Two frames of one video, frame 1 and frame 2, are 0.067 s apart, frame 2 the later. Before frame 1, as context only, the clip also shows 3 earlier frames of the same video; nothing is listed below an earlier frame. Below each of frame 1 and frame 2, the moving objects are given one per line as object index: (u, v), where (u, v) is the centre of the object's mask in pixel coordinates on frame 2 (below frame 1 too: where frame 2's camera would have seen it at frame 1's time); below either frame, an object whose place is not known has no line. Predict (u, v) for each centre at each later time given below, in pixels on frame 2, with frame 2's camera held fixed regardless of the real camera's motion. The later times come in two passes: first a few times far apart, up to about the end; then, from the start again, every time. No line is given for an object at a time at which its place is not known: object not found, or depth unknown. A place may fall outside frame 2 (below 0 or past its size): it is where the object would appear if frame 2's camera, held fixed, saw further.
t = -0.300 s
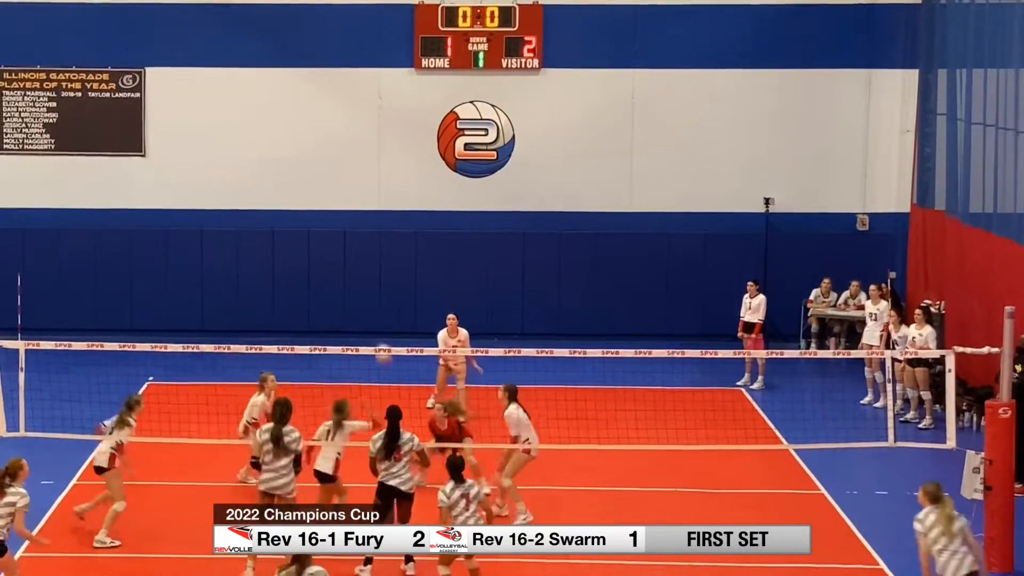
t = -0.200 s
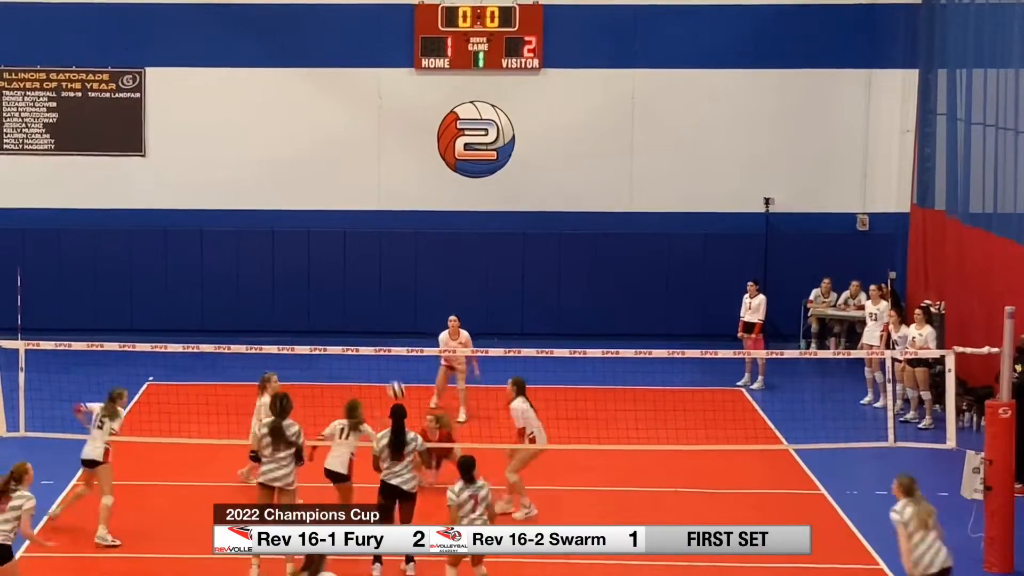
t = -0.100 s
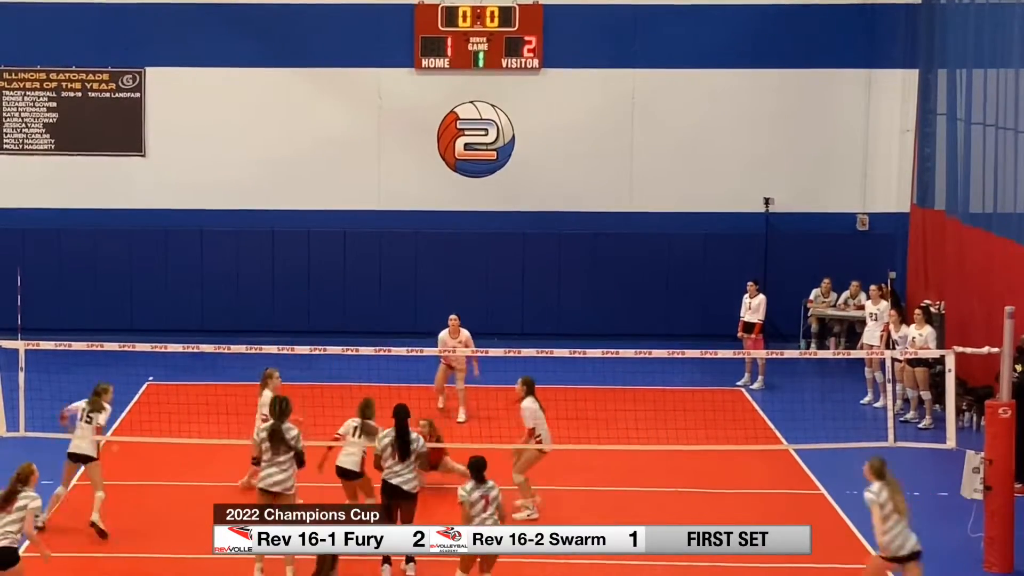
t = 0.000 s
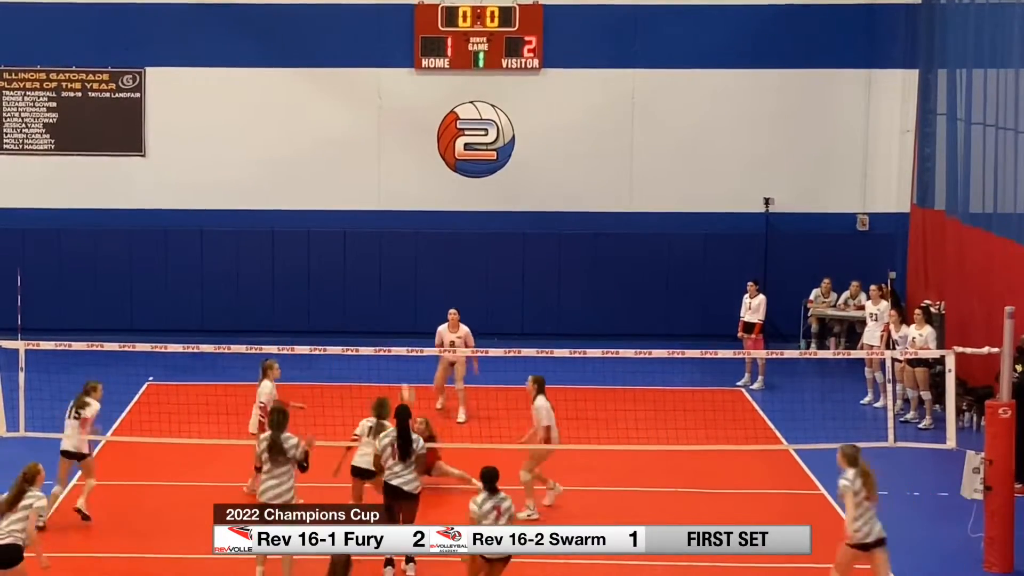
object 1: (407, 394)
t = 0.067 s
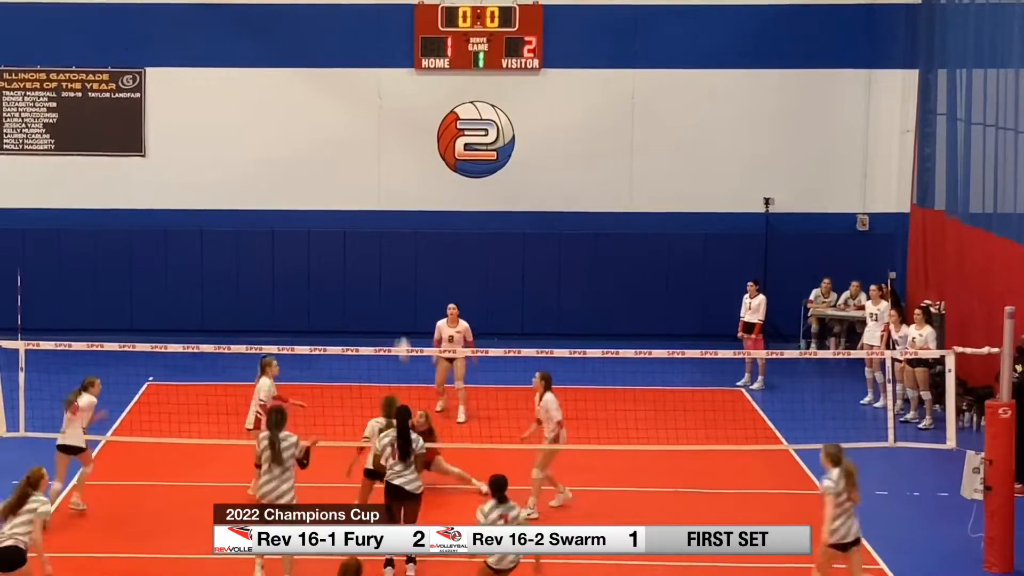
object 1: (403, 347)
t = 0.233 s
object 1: (394, 253)
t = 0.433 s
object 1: (384, 170)
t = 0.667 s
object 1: (371, 119)
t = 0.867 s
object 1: (360, 112)
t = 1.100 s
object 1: (348, 144)
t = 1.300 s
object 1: (338, 210)
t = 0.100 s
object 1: (401, 329)
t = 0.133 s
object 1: (399, 308)
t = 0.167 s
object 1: (398, 289)
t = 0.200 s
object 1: (396, 271)
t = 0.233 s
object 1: (394, 253)
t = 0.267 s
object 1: (393, 236)
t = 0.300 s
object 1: (391, 221)
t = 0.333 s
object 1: (390, 208)
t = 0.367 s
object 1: (388, 195)
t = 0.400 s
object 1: (386, 182)
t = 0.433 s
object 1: (384, 170)
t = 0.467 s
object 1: (382, 160)
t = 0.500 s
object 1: (380, 151)
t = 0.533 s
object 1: (379, 143)
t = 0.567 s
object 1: (377, 135)
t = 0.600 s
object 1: (375, 129)
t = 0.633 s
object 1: (373, 123)
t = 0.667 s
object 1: (371, 119)
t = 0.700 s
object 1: (369, 115)
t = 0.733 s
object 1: (367, 112)
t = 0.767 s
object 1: (365, 111)
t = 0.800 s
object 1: (363, 110)
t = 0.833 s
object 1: (362, 110)
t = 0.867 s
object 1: (360, 112)
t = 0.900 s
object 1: (359, 113)
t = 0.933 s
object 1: (357, 116)
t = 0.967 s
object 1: (355, 120)
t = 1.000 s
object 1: (353, 125)
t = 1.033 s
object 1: (351, 130)
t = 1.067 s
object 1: (350, 137)
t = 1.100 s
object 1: (348, 144)
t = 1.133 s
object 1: (346, 153)
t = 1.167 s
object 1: (344, 162)
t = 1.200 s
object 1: (343, 172)
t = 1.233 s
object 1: (341, 184)
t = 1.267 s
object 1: (340, 196)
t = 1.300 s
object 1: (338, 210)
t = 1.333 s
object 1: (336, 223)
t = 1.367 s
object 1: (335, 237)
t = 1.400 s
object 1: (333, 253)
